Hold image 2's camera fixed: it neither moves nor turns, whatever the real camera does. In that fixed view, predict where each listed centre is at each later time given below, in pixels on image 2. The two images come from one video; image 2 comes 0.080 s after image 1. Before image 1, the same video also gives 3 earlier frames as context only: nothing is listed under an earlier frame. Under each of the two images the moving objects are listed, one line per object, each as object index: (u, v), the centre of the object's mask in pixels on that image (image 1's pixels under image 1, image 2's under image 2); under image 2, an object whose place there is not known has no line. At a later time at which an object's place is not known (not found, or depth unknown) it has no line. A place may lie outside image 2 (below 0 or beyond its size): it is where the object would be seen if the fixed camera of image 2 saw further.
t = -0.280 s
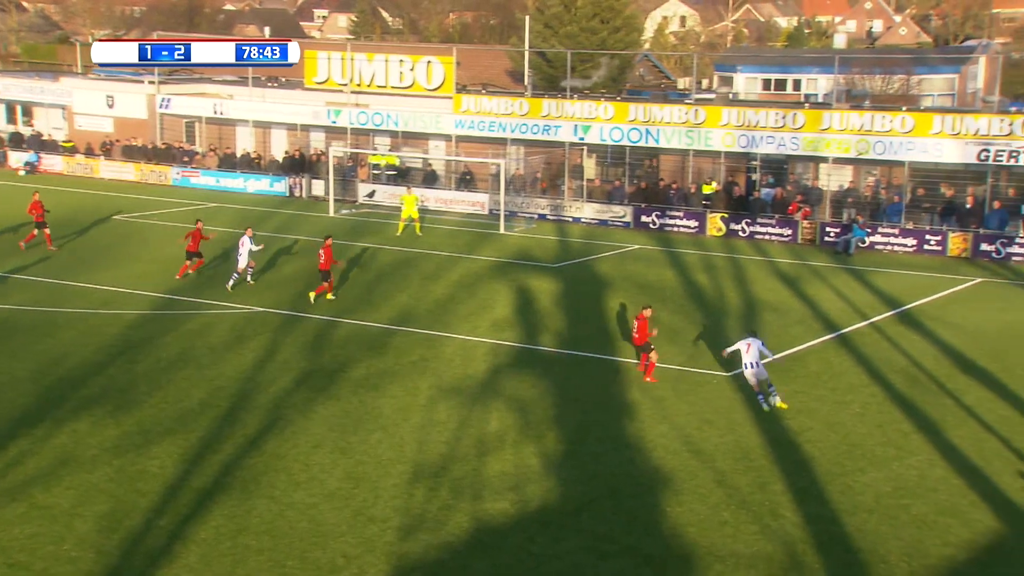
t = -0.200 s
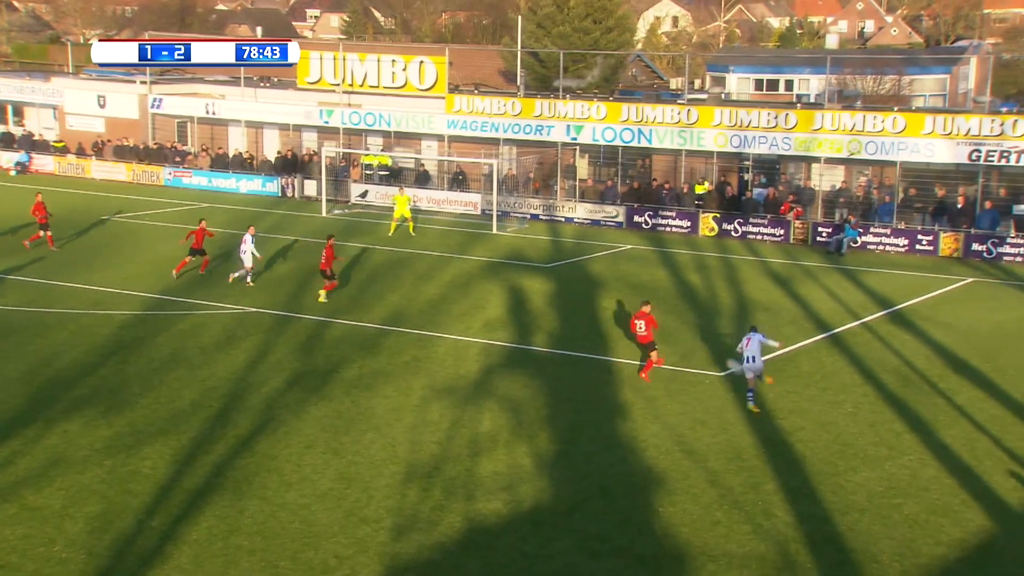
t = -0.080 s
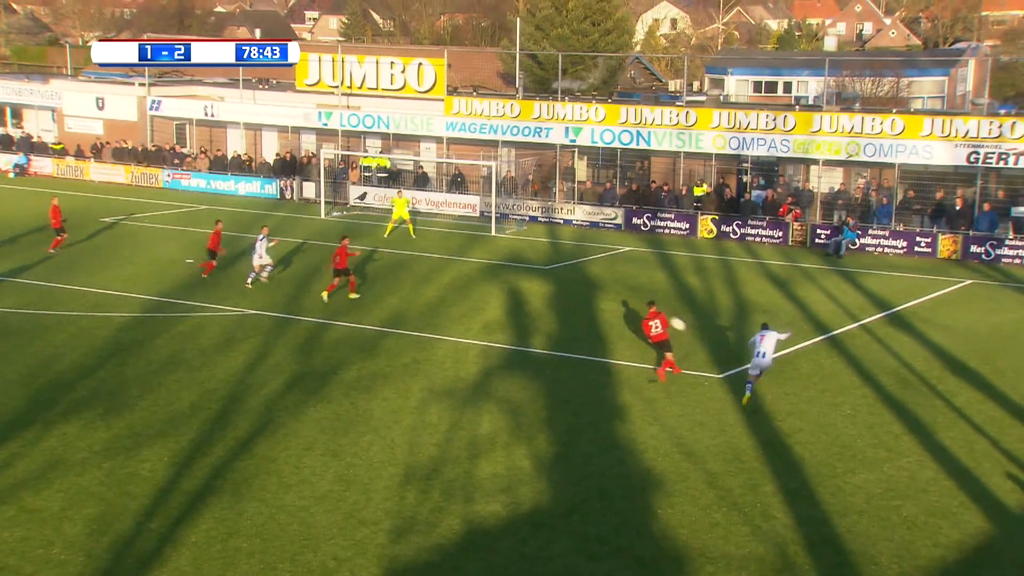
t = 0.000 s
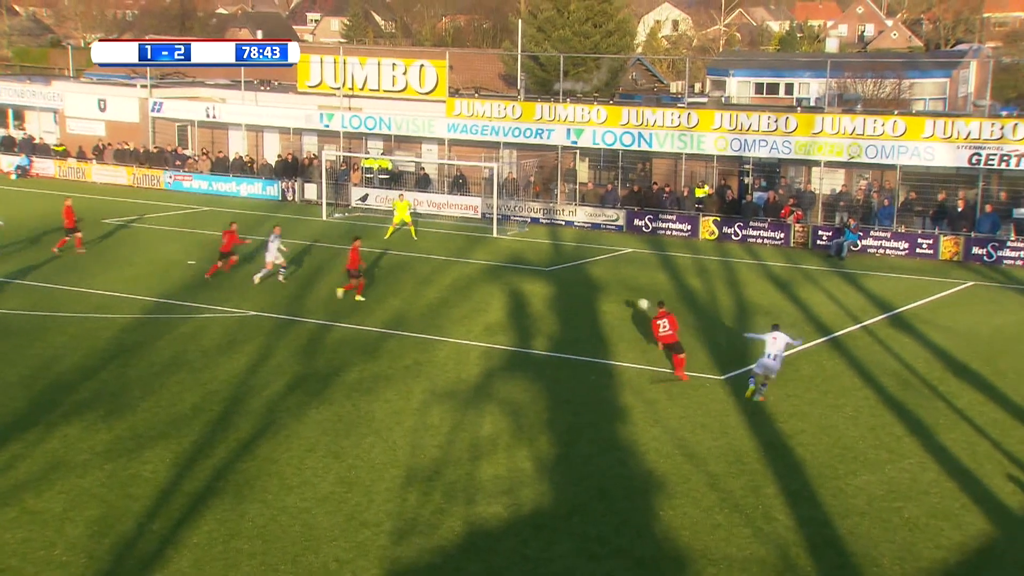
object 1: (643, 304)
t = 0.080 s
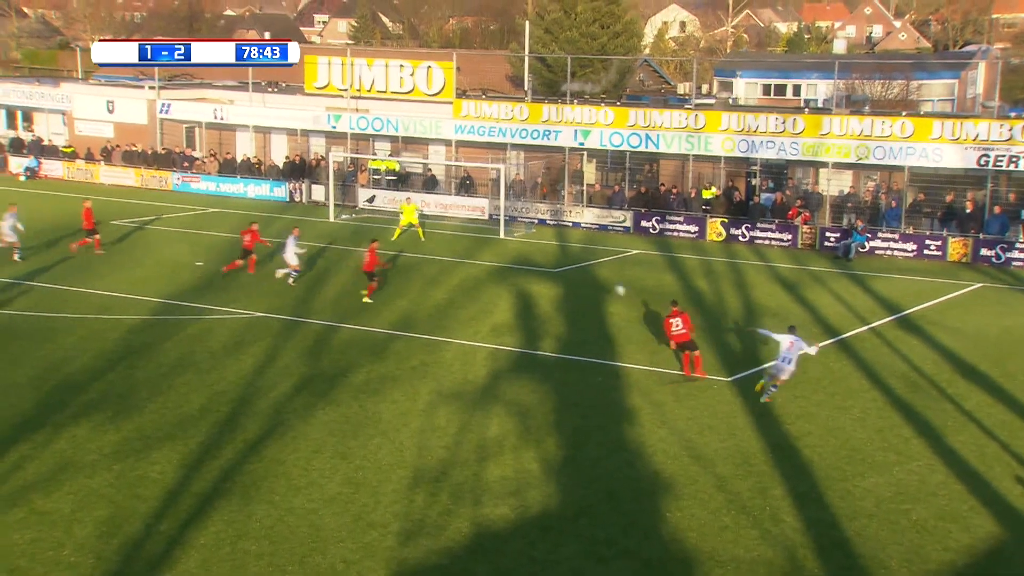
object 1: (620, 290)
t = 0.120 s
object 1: (604, 284)
